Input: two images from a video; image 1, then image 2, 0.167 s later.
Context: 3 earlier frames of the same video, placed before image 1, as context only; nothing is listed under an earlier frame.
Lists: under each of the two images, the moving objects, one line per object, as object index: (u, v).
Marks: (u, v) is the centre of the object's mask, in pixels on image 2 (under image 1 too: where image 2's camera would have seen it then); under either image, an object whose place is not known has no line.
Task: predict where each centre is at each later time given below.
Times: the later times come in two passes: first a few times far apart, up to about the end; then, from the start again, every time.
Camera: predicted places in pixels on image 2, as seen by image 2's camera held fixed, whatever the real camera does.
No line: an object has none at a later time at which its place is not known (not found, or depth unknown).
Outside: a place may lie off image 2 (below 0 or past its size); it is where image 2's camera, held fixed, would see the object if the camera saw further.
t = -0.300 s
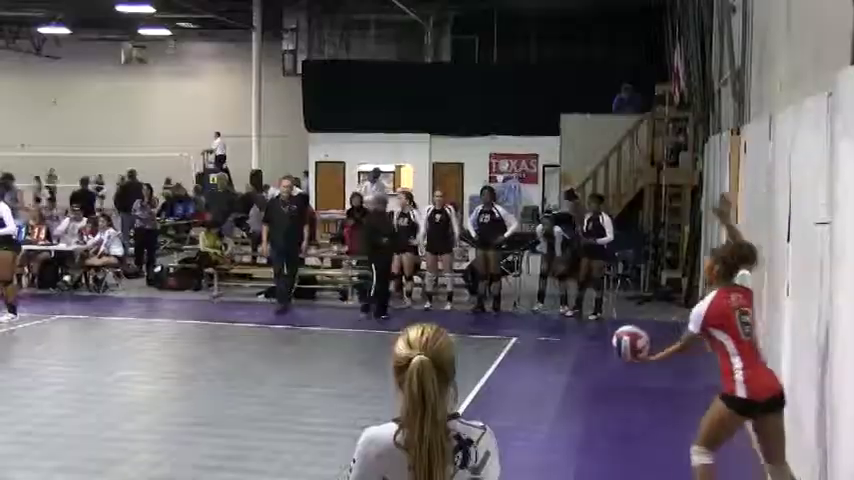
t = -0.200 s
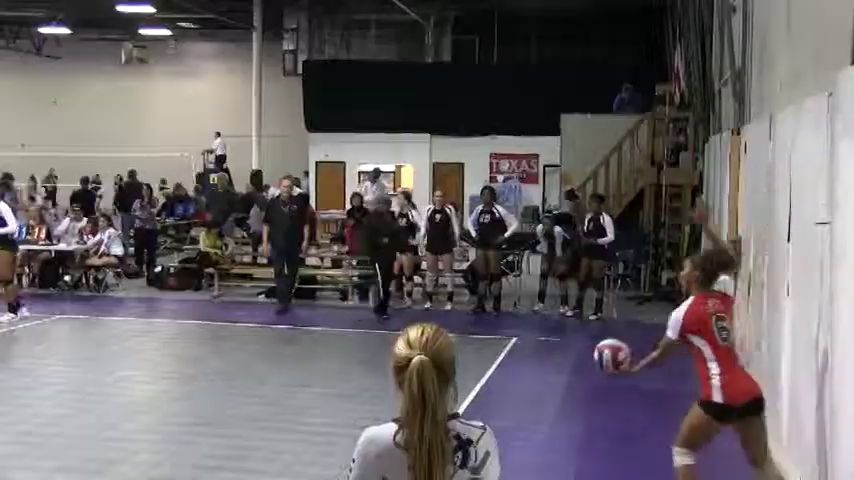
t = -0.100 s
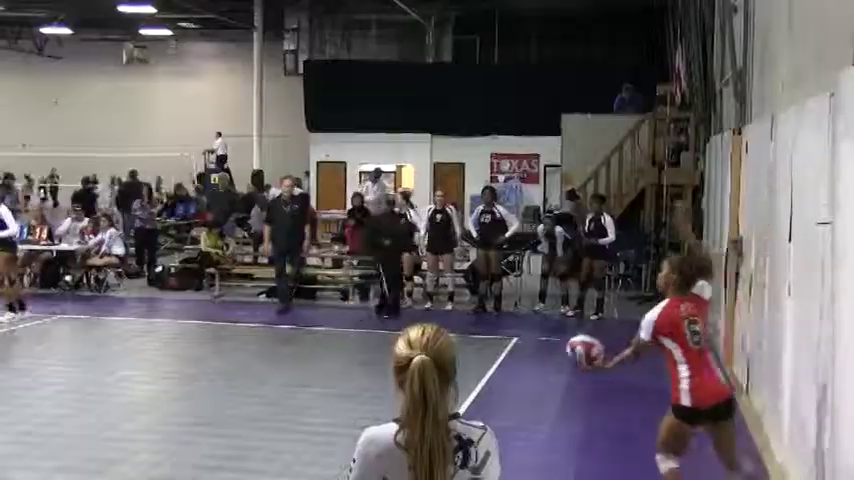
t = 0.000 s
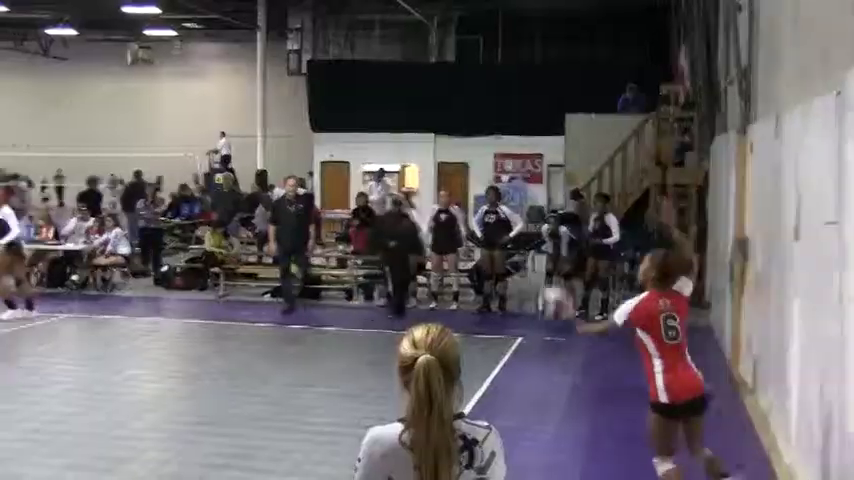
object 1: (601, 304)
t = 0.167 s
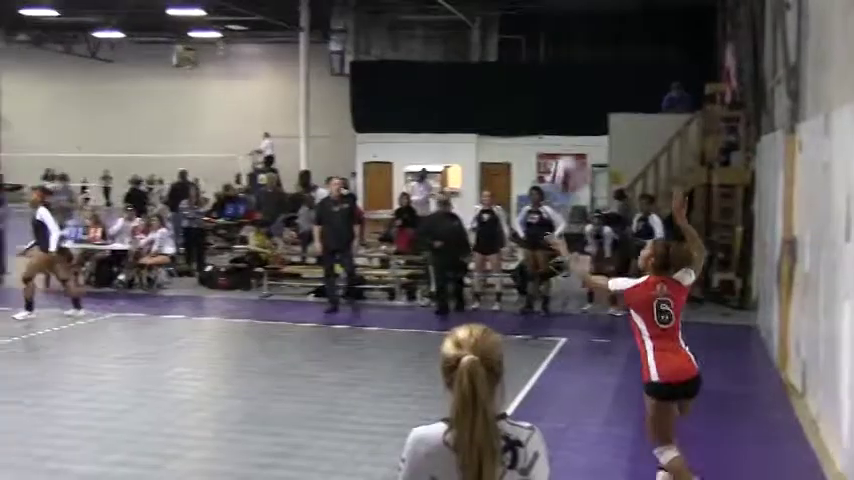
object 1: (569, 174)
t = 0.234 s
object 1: (558, 132)
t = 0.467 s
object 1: (523, 49)
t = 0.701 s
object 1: (486, 53)
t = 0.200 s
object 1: (564, 157)
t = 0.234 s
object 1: (558, 132)
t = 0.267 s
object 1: (553, 116)
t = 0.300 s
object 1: (548, 100)
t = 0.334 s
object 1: (543, 86)
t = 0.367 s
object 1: (538, 74)
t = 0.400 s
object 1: (533, 64)
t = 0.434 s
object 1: (528, 55)
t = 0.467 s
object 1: (523, 49)
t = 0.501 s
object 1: (517, 44)
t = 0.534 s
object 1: (512, 41)
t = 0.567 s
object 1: (507, 40)
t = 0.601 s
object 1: (502, 40)
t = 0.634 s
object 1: (496, 43)
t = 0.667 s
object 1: (491, 46)
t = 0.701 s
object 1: (486, 53)
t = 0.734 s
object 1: (482, 61)
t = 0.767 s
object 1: (476, 71)
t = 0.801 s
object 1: (471, 83)
